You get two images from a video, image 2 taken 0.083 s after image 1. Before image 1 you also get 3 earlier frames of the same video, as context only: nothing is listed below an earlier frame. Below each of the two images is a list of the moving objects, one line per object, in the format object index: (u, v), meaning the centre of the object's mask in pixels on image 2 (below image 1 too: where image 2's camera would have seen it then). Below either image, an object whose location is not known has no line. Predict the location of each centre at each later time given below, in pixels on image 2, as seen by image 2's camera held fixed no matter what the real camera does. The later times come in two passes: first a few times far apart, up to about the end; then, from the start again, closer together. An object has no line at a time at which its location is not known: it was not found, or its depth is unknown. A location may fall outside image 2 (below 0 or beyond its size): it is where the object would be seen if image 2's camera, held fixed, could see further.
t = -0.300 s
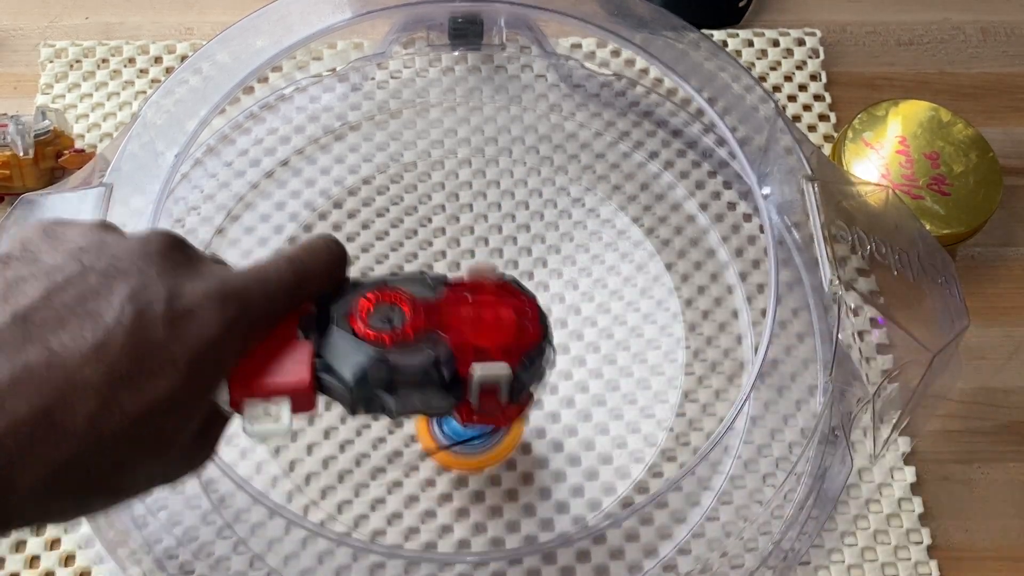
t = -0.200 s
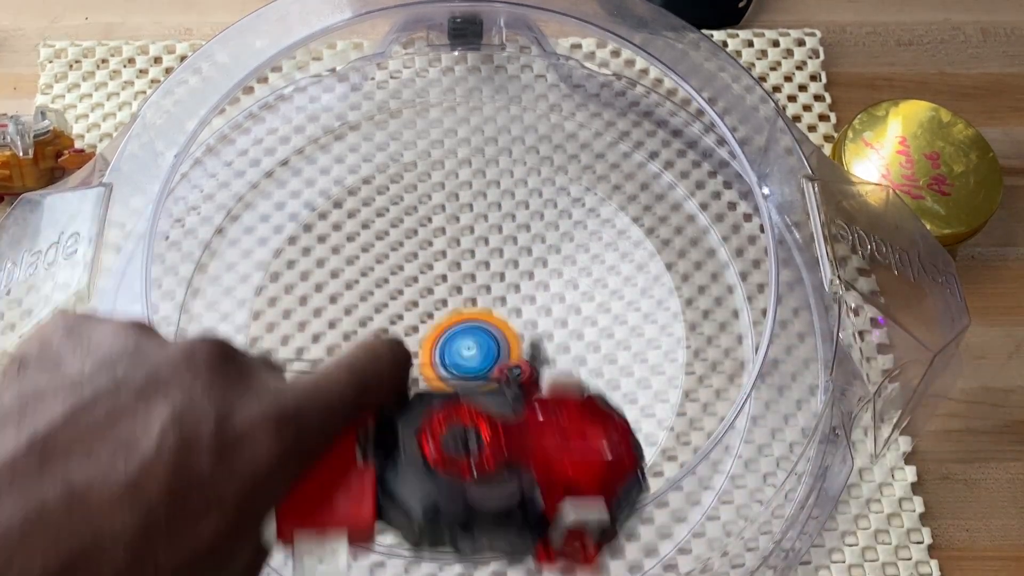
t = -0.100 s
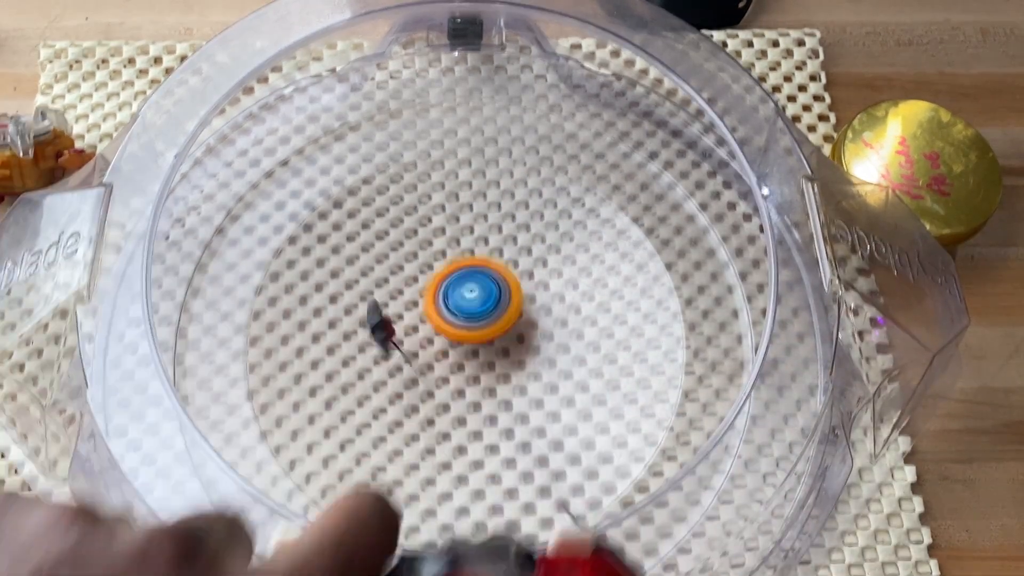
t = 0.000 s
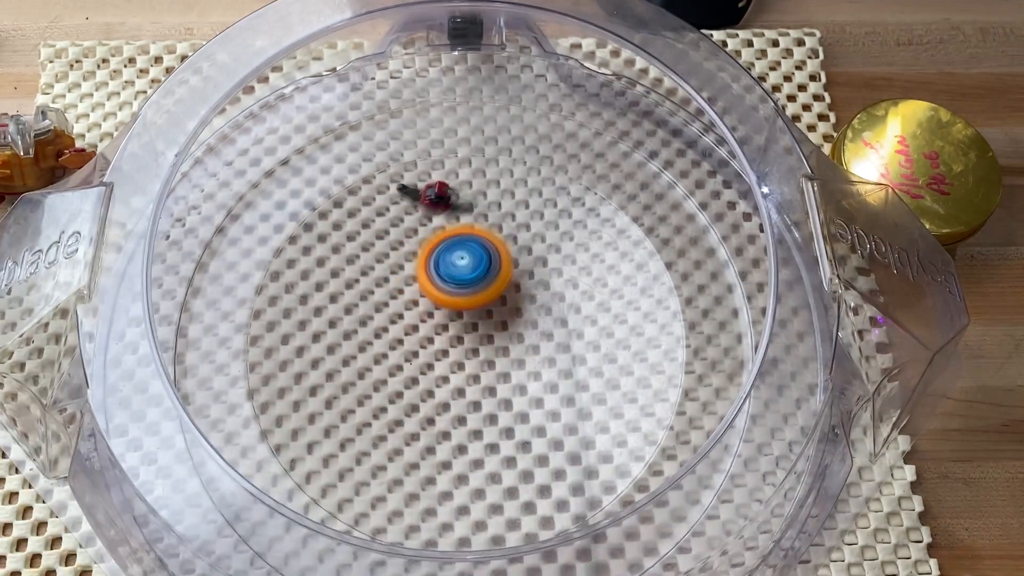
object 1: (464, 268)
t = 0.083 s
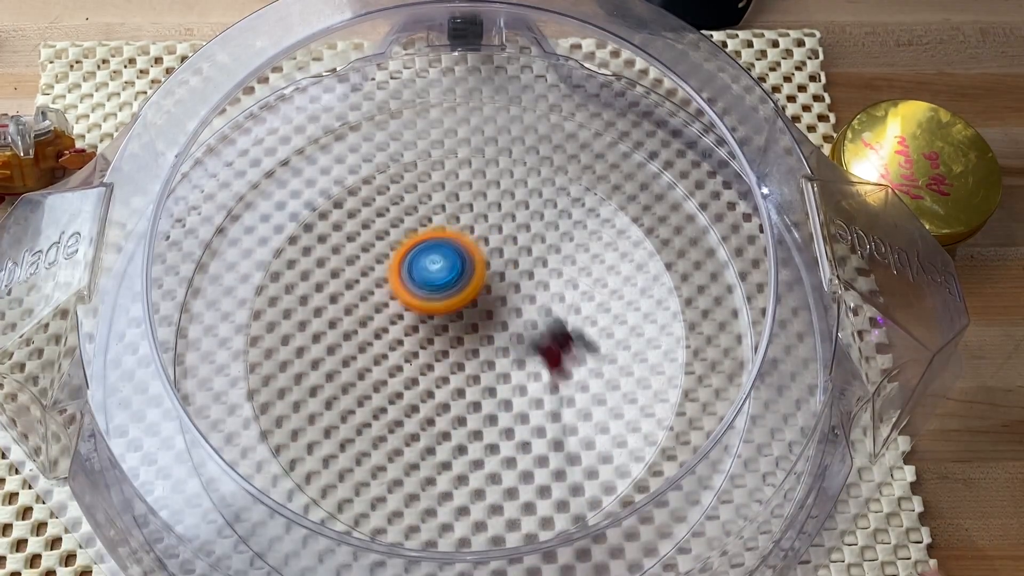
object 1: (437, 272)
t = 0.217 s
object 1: (385, 342)
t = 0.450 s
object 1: (459, 516)
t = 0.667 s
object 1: (624, 523)
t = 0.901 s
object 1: (635, 468)
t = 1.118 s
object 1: (525, 323)
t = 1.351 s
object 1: (311, 254)
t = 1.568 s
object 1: (211, 400)
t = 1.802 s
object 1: (288, 535)
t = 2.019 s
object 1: (406, 560)
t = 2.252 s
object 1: (501, 559)
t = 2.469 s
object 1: (542, 538)
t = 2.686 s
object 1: (562, 409)
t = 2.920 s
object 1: (449, 205)
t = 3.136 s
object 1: (227, 208)
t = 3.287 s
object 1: (208, 294)
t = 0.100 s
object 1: (431, 277)
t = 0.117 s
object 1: (424, 282)
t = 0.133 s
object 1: (417, 290)
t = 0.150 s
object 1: (410, 298)
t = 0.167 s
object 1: (403, 307)
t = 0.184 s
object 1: (396, 317)
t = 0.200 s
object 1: (391, 329)
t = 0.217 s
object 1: (385, 342)
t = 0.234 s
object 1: (381, 355)
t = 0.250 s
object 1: (378, 370)
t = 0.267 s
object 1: (377, 385)
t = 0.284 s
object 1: (376, 401)
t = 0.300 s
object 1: (378, 416)
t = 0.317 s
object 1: (380, 432)
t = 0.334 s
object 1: (384, 448)
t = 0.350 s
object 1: (391, 463)
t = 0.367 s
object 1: (399, 477)
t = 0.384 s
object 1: (408, 490)
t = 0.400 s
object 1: (419, 499)
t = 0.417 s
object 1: (432, 507)
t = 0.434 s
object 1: (445, 512)
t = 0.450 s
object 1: (459, 516)
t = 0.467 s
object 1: (474, 518)
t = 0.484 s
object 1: (491, 529)
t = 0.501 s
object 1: (508, 530)
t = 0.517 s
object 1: (525, 530)
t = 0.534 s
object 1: (541, 531)
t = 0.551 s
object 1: (556, 531)
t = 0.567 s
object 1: (569, 531)
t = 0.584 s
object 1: (581, 531)
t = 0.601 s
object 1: (592, 530)
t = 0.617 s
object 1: (603, 529)
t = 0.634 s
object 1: (610, 527)
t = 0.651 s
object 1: (617, 525)
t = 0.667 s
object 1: (624, 523)
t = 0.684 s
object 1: (629, 521)
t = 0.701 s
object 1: (634, 519)
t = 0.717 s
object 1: (638, 515)
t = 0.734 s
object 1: (641, 511)
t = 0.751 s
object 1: (643, 507)
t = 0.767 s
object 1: (645, 503)
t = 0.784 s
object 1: (646, 499)
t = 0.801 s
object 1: (646, 495)
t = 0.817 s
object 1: (646, 491)
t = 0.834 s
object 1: (645, 487)
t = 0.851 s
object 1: (643, 482)
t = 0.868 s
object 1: (641, 478)
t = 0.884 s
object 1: (638, 473)
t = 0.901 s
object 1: (635, 468)
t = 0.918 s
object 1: (630, 463)
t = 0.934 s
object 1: (623, 453)
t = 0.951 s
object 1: (619, 446)
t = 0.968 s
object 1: (613, 436)
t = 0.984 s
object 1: (605, 425)
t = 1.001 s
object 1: (597, 414)
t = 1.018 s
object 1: (589, 402)
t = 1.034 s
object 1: (580, 389)
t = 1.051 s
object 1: (570, 377)
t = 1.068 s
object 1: (560, 363)
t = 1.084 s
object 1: (549, 350)
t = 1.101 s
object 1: (537, 336)
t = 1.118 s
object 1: (525, 323)
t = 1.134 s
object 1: (512, 311)
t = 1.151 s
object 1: (498, 299)
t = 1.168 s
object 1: (483, 288)
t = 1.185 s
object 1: (468, 278)
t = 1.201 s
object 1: (453, 270)
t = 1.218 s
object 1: (438, 263)
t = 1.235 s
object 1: (422, 257)
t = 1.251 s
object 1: (406, 252)
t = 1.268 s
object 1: (389, 249)
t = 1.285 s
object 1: (373, 247)
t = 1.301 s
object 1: (357, 247)
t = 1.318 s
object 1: (341, 247)
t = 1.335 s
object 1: (326, 250)
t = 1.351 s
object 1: (311, 254)
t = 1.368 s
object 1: (297, 259)
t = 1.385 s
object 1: (283, 266)
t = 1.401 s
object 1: (271, 274)
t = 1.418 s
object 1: (259, 284)
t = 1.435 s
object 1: (250, 295)
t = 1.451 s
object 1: (242, 307)
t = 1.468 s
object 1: (234, 320)
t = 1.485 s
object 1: (229, 333)
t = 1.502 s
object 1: (224, 347)
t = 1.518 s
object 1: (221, 360)
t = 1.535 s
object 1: (220, 372)
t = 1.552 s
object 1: (215, 386)
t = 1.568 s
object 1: (211, 400)
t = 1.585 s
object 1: (208, 414)
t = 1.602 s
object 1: (206, 427)
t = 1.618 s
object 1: (204, 441)
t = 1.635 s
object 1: (203, 453)
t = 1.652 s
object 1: (206, 464)
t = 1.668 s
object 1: (211, 476)
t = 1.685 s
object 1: (219, 486)
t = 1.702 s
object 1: (228, 495)
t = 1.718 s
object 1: (239, 504)
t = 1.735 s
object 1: (249, 514)
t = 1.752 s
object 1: (259, 520)
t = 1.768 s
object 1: (269, 526)
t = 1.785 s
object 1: (279, 530)
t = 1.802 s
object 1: (288, 535)
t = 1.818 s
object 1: (297, 538)
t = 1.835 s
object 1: (306, 541)
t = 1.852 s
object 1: (314, 544)
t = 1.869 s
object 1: (323, 548)
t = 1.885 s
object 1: (331, 550)
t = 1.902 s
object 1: (340, 553)
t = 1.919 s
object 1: (350, 555)
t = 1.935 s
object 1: (360, 556)
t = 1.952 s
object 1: (369, 556)
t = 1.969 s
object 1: (379, 558)
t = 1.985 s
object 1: (389, 558)
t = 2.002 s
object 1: (398, 559)
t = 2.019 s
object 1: (406, 560)
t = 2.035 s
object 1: (415, 560)
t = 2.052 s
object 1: (421, 561)
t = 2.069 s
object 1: (430, 561)
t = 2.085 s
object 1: (437, 562)
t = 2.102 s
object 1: (445, 563)
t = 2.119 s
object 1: (452, 562)
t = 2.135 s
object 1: (458, 562)
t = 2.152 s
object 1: (466, 563)
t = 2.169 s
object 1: (474, 562)
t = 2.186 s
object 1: (479, 562)
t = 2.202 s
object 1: (485, 561)
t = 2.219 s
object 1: (491, 561)
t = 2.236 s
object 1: (495, 560)
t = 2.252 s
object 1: (501, 559)
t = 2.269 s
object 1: (506, 558)
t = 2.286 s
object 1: (510, 557)
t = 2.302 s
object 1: (514, 556)
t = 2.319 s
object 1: (517, 554)
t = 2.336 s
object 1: (521, 553)
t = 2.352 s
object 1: (524, 552)
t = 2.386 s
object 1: (530, 548)
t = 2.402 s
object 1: (533, 546)
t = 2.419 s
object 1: (536, 545)
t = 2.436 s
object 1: (538, 542)
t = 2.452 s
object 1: (541, 540)
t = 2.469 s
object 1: (542, 538)
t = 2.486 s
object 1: (544, 535)
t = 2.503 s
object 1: (546, 532)
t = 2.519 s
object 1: (547, 528)
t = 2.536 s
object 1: (548, 524)
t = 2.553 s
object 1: (549, 518)
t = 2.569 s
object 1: (551, 510)
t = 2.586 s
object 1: (552, 497)
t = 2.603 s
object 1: (553, 485)
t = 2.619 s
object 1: (556, 473)
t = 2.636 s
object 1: (558, 458)
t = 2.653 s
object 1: (559, 442)
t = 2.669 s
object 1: (561, 426)
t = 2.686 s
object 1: (562, 409)
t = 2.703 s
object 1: (563, 392)
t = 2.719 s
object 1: (563, 375)
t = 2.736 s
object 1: (561, 357)
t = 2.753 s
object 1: (558, 340)
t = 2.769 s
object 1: (554, 323)
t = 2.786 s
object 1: (548, 306)
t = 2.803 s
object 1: (541, 291)
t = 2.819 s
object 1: (532, 276)
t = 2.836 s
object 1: (521, 262)
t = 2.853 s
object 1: (509, 248)
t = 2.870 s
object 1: (496, 236)
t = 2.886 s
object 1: (482, 224)
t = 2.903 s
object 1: (466, 214)
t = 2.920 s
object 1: (449, 205)
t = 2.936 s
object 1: (431, 197)
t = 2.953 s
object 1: (413, 190)
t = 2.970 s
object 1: (395, 186)
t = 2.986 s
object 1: (375, 182)
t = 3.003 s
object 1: (356, 181)
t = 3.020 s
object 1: (337, 180)
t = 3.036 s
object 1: (318, 182)
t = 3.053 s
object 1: (300, 186)
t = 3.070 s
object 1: (282, 190)
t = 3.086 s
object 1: (267, 193)
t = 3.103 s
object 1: (252, 199)
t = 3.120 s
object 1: (238, 203)
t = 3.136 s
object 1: (227, 208)
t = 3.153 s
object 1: (219, 213)
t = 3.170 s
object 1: (212, 222)
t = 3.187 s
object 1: (208, 232)
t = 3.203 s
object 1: (207, 243)
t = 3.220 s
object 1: (206, 255)
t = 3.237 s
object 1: (206, 265)
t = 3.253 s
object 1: (206, 275)
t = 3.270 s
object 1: (207, 285)
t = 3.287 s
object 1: (208, 294)
